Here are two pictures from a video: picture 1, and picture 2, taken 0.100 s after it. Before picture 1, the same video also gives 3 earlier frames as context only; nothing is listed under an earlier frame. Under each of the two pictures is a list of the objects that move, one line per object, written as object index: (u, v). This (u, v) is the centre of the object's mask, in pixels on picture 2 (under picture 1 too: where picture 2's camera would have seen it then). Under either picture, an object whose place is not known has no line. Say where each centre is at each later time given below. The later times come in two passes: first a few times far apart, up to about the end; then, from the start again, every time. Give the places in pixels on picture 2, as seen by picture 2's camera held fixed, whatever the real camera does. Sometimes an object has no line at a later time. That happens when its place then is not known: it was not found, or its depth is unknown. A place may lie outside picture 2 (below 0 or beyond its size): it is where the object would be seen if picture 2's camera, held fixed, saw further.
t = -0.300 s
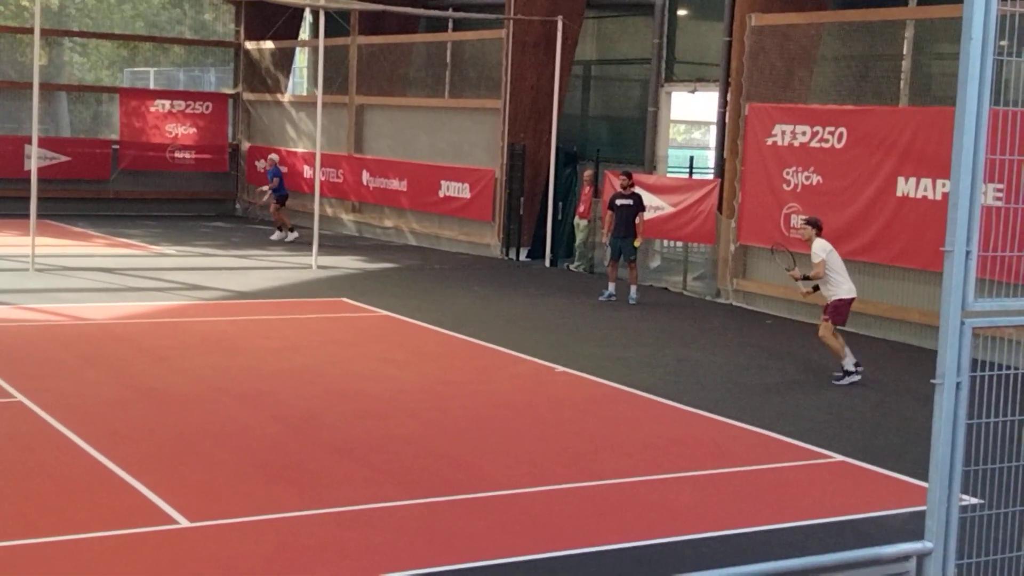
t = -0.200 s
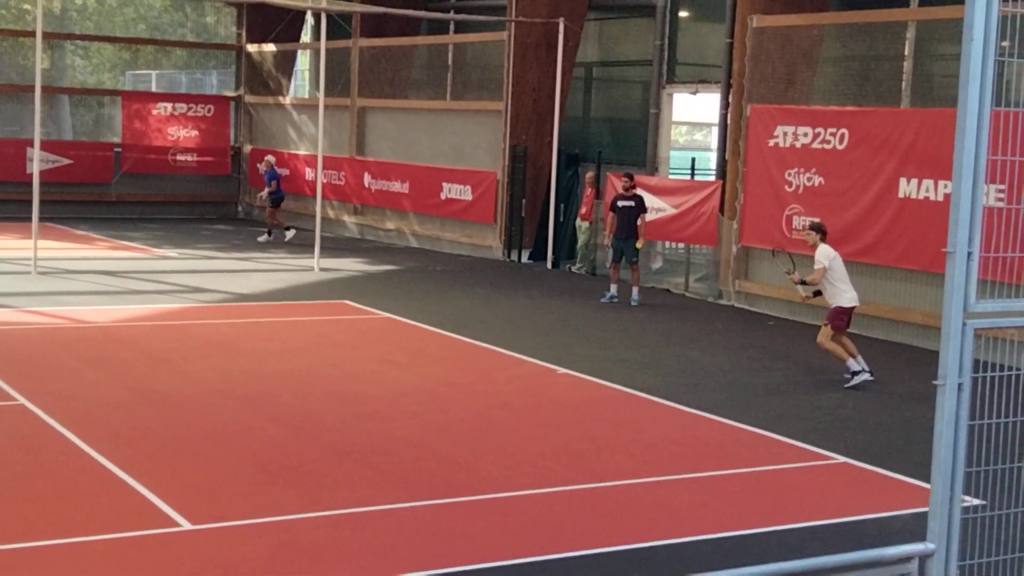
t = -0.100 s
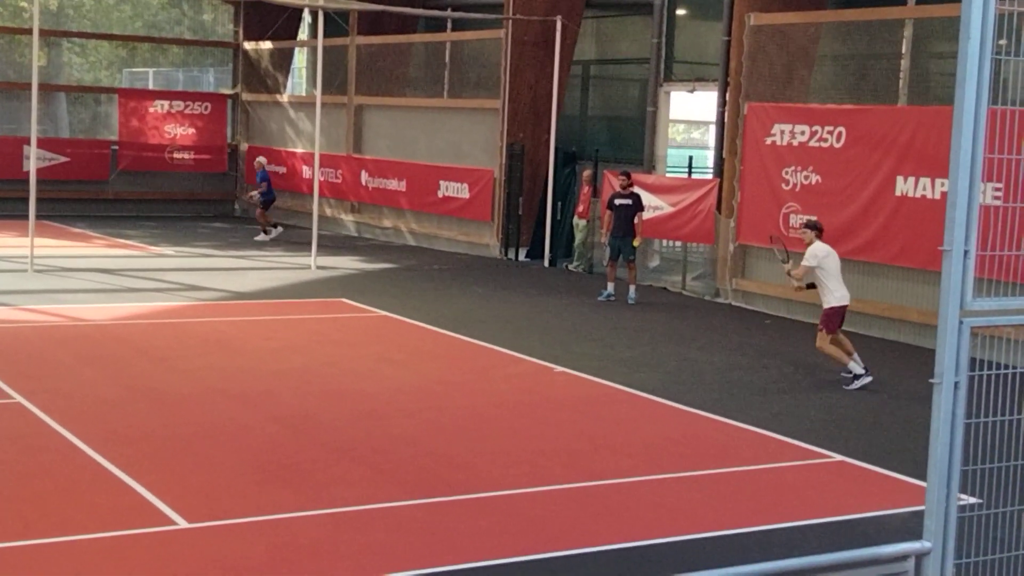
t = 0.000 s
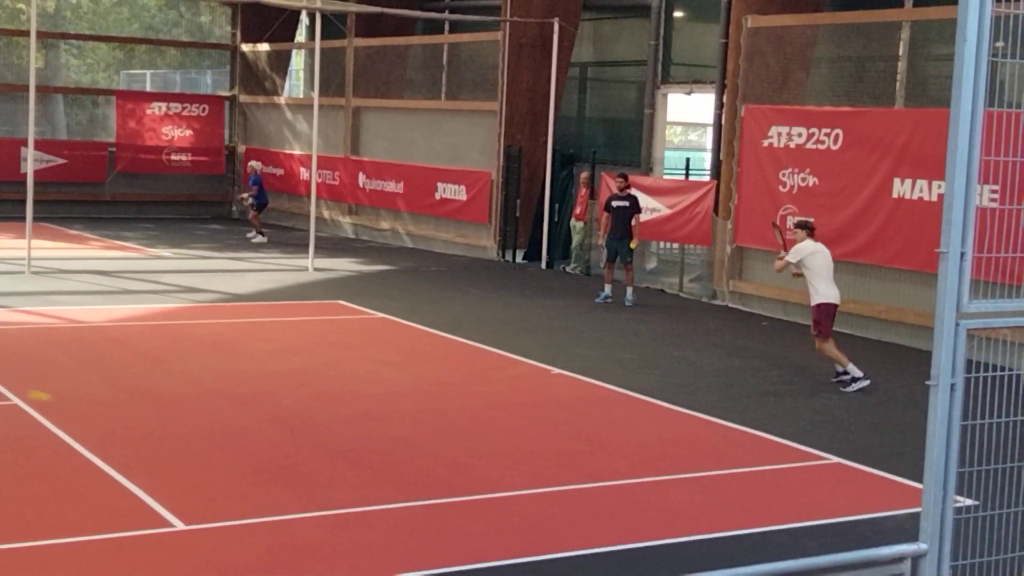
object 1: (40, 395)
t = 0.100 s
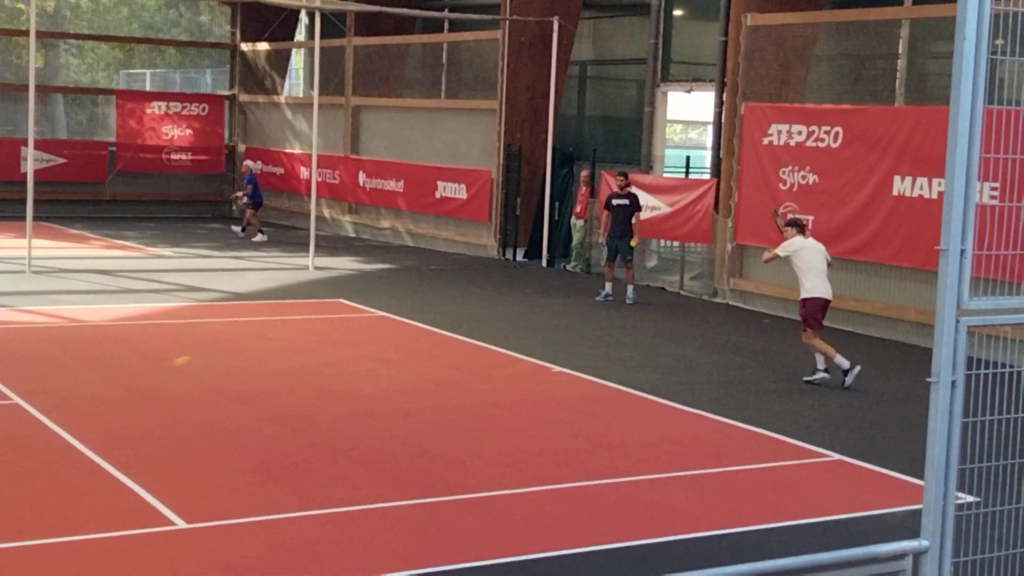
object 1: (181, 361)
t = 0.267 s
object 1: (371, 319)
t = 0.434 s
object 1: (530, 318)
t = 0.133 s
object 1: (221, 349)
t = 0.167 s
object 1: (262, 339)
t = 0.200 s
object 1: (300, 331)
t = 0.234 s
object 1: (337, 325)
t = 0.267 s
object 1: (371, 319)
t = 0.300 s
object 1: (406, 316)
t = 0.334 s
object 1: (438, 315)
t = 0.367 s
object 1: (470, 315)
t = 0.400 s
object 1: (500, 316)
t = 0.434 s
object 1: (530, 318)
